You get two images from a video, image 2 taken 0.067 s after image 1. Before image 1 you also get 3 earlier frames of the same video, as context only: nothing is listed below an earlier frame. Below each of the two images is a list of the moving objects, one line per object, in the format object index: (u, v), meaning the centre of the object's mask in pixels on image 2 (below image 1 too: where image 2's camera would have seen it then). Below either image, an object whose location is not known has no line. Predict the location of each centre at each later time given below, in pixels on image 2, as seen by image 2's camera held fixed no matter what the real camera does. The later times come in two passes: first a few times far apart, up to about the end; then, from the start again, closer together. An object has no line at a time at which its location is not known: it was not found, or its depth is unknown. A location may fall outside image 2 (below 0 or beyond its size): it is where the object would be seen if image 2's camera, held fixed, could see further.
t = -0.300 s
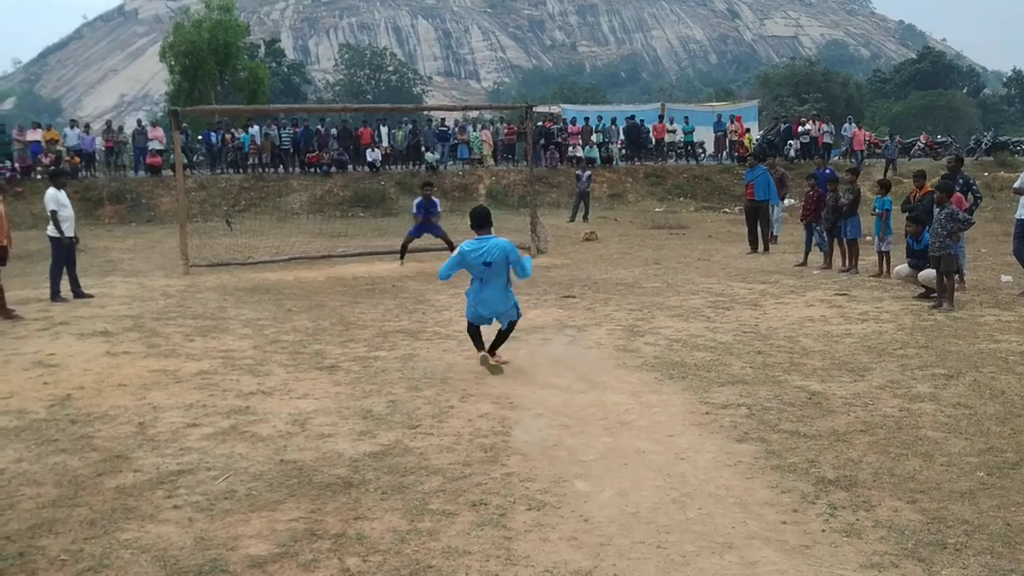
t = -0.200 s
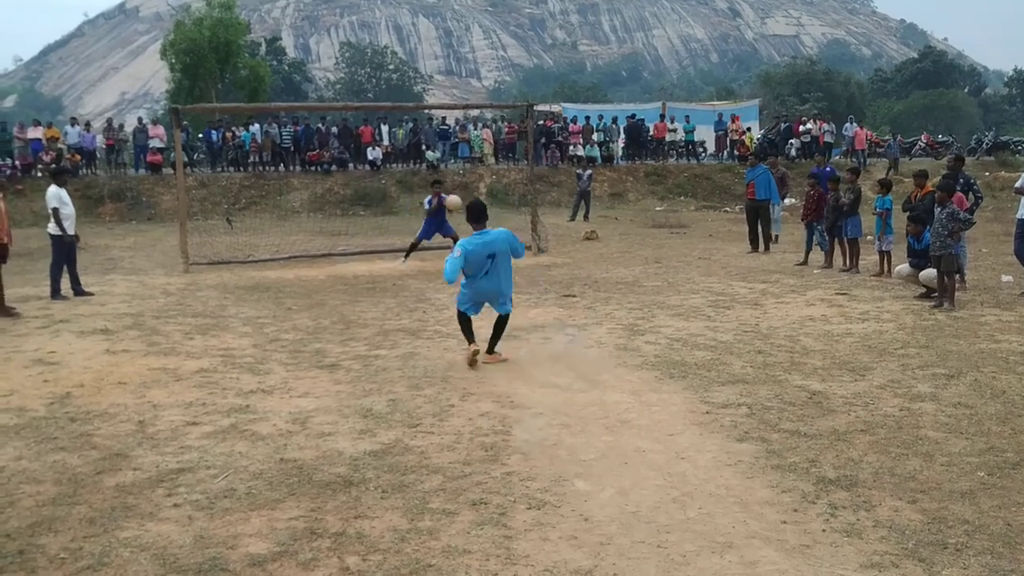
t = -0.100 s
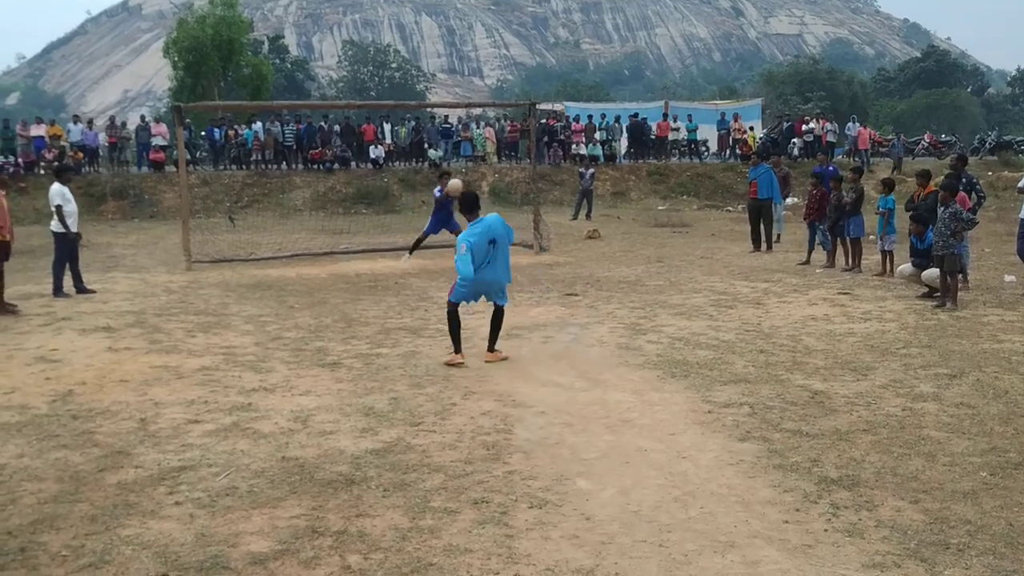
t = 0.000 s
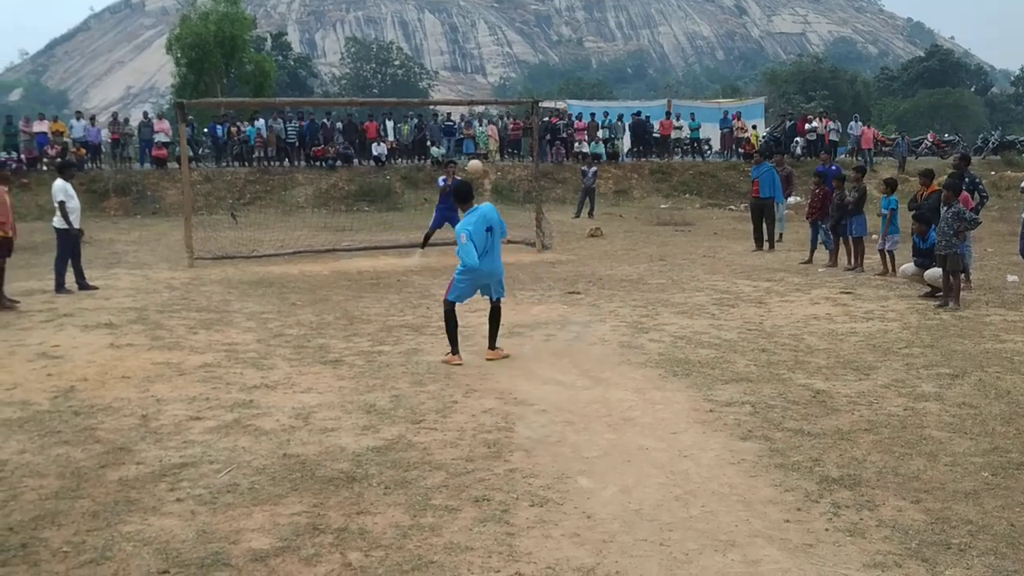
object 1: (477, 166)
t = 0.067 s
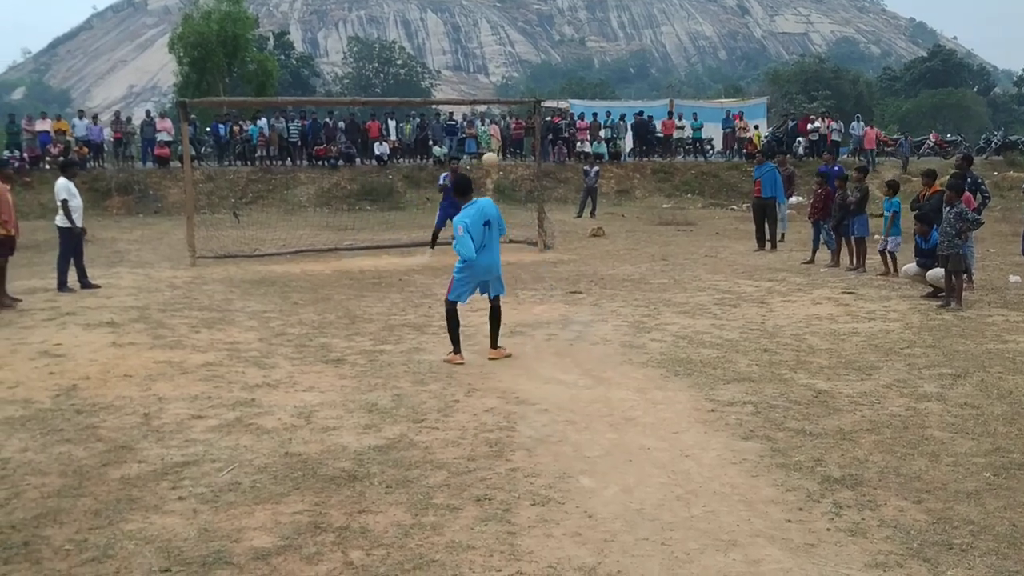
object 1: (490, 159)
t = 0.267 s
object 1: (531, 156)
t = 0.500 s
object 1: (590, 194)
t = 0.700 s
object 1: (649, 269)
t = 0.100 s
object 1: (496, 156)
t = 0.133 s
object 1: (503, 155)
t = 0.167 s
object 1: (510, 155)
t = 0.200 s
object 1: (517, 155)
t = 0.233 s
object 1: (525, 156)
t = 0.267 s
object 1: (531, 156)
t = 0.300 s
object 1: (539, 158)
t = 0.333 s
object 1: (547, 162)
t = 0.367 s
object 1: (556, 167)
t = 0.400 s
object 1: (564, 173)
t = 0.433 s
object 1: (573, 178)
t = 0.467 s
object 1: (582, 186)
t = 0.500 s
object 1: (590, 194)
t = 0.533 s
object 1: (602, 204)
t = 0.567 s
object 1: (609, 214)
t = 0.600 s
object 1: (619, 225)
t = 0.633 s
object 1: (629, 239)
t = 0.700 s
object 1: (649, 269)
